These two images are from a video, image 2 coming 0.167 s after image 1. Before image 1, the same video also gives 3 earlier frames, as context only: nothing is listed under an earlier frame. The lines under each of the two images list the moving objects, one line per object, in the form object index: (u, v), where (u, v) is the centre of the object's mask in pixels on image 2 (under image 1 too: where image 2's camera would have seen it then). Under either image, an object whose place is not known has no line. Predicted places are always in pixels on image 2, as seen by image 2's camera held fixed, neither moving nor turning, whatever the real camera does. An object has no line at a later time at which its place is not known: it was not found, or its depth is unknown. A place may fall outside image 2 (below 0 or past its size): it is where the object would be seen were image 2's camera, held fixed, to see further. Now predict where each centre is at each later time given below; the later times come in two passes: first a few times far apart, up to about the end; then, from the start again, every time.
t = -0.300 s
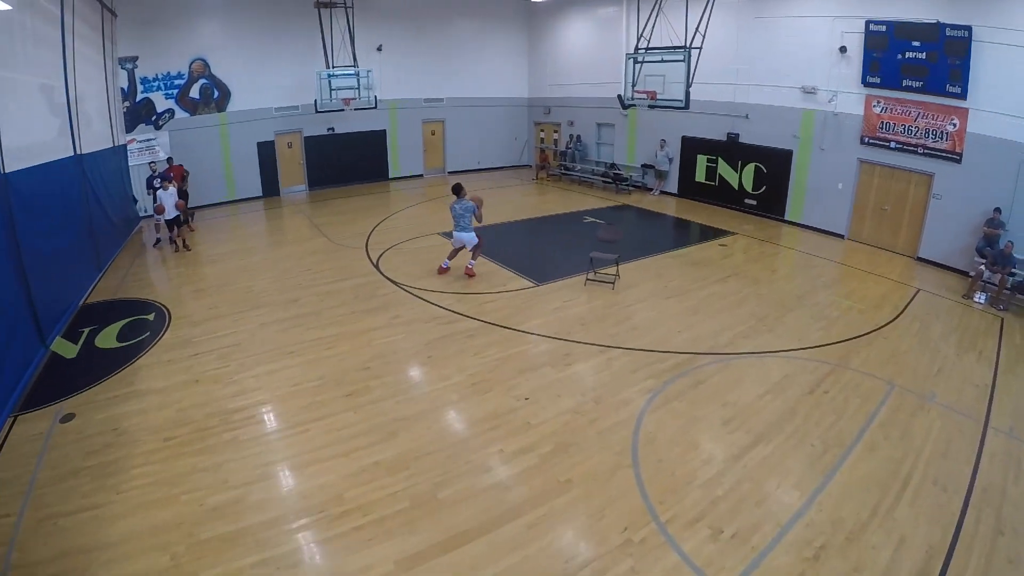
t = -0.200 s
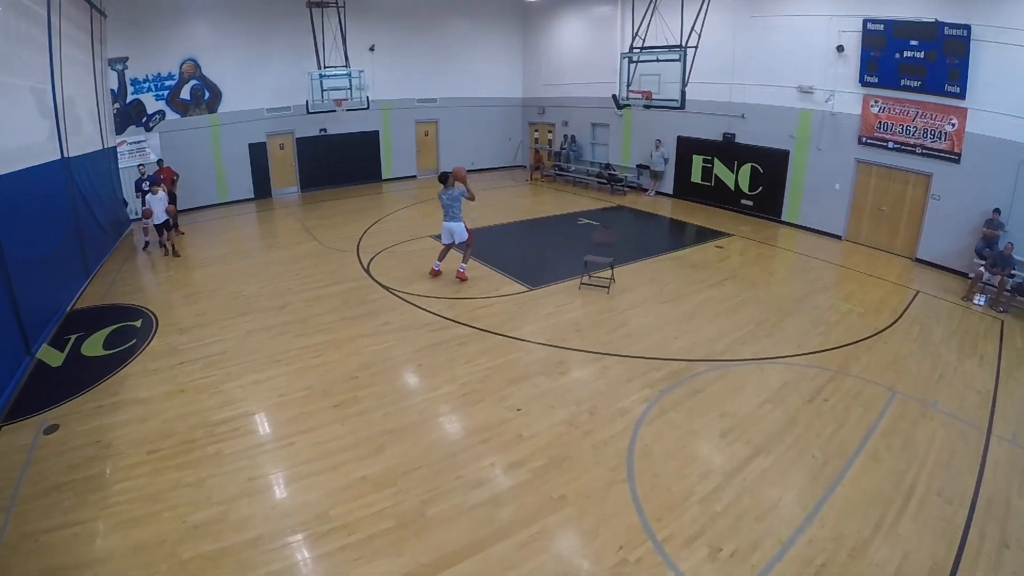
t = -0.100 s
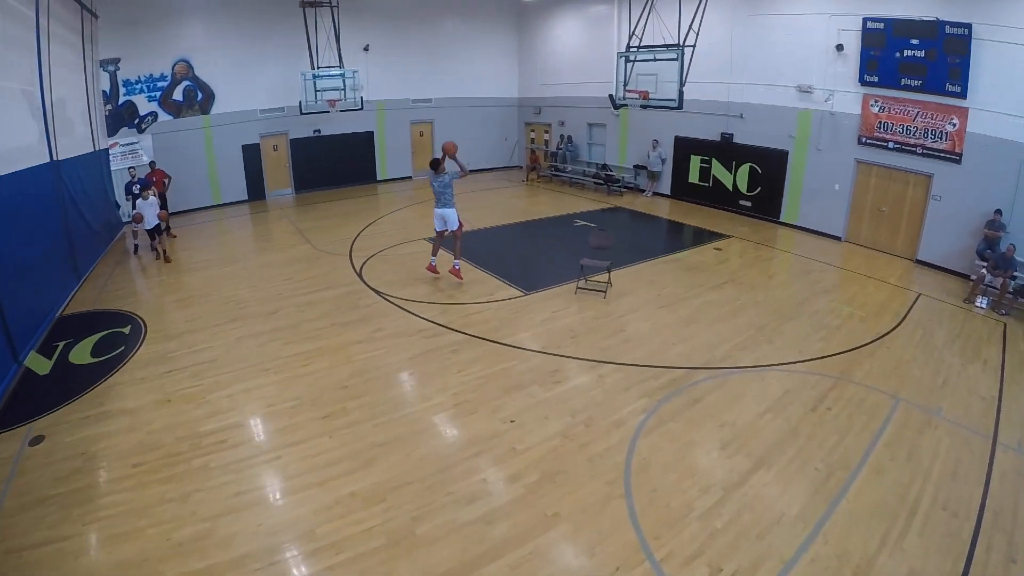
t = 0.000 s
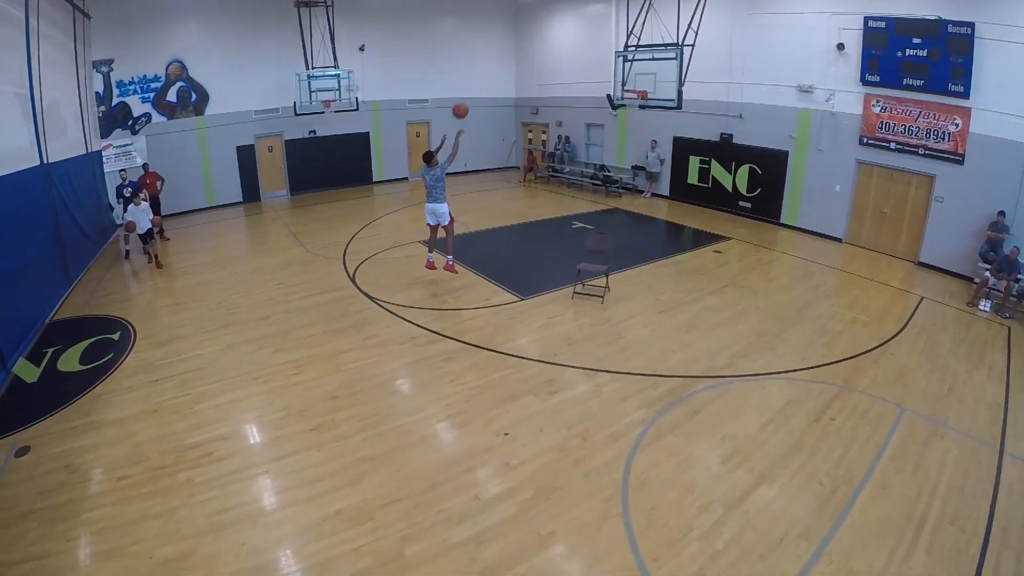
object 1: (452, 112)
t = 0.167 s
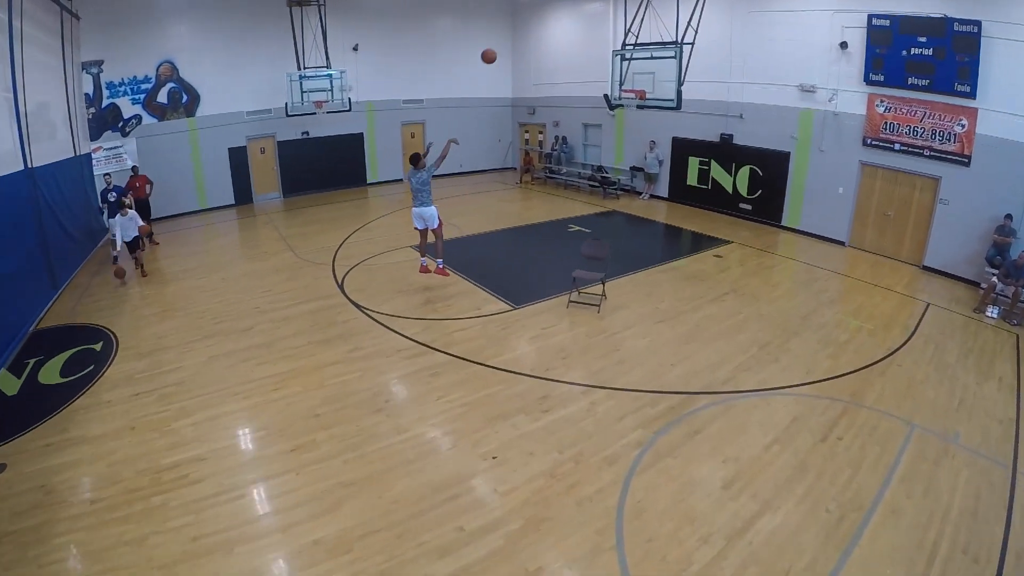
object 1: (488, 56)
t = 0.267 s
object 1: (508, 34)
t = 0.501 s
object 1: (549, 12)
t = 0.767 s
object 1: (587, 26)
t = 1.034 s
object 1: (625, 74)
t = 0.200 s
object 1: (495, 48)
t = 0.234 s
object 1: (501, 40)
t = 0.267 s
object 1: (508, 34)
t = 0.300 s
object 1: (514, 29)
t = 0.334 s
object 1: (520, 24)
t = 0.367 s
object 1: (526, 20)
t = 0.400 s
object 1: (532, 17)
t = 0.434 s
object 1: (538, 14)
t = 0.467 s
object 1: (543, 13)
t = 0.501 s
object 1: (549, 12)
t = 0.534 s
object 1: (555, 11)
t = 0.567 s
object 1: (560, 11)
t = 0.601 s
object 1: (565, 12)
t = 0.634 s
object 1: (570, 14)
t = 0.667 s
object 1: (574, 16)
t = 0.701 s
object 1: (579, 19)
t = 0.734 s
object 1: (584, 22)
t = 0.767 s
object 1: (587, 26)
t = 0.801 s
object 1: (593, 30)
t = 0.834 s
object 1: (596, 35)
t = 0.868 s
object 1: (602, 40)
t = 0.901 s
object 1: (608, 46)
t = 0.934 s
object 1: (612, 52)
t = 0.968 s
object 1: (617, 59)
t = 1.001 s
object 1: (621, 66)
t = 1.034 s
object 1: (625, 74)
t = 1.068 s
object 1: (628, 82)
